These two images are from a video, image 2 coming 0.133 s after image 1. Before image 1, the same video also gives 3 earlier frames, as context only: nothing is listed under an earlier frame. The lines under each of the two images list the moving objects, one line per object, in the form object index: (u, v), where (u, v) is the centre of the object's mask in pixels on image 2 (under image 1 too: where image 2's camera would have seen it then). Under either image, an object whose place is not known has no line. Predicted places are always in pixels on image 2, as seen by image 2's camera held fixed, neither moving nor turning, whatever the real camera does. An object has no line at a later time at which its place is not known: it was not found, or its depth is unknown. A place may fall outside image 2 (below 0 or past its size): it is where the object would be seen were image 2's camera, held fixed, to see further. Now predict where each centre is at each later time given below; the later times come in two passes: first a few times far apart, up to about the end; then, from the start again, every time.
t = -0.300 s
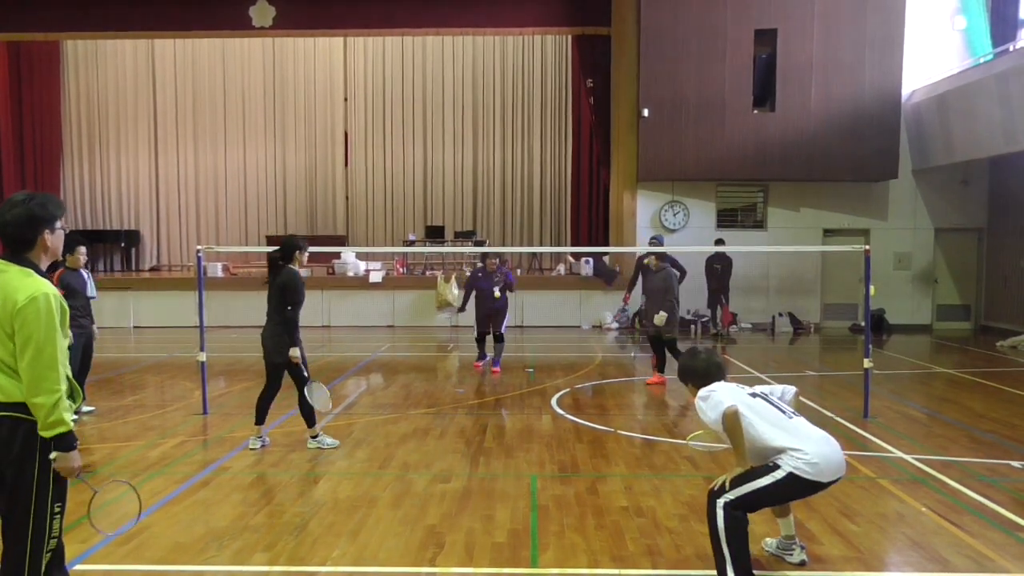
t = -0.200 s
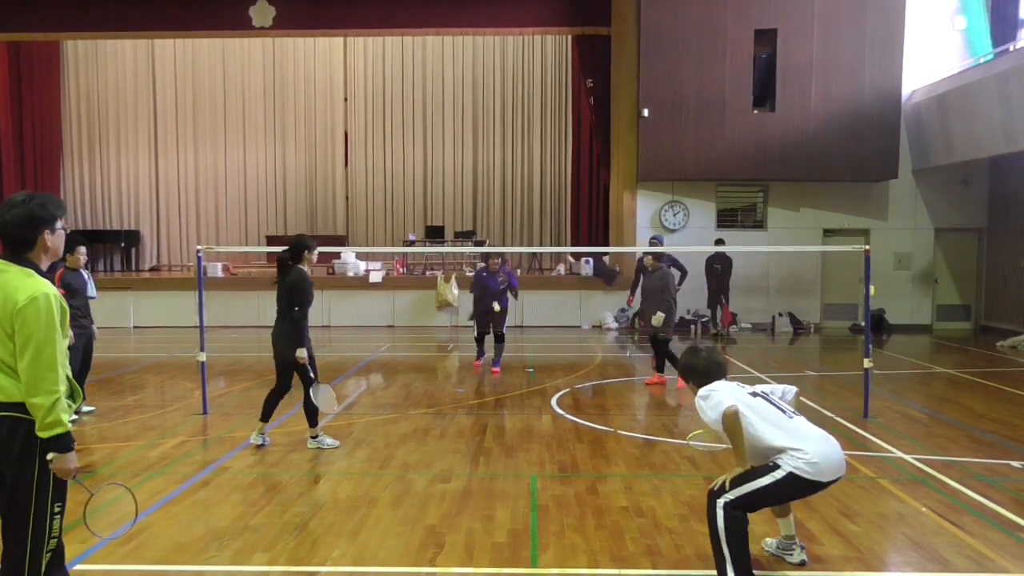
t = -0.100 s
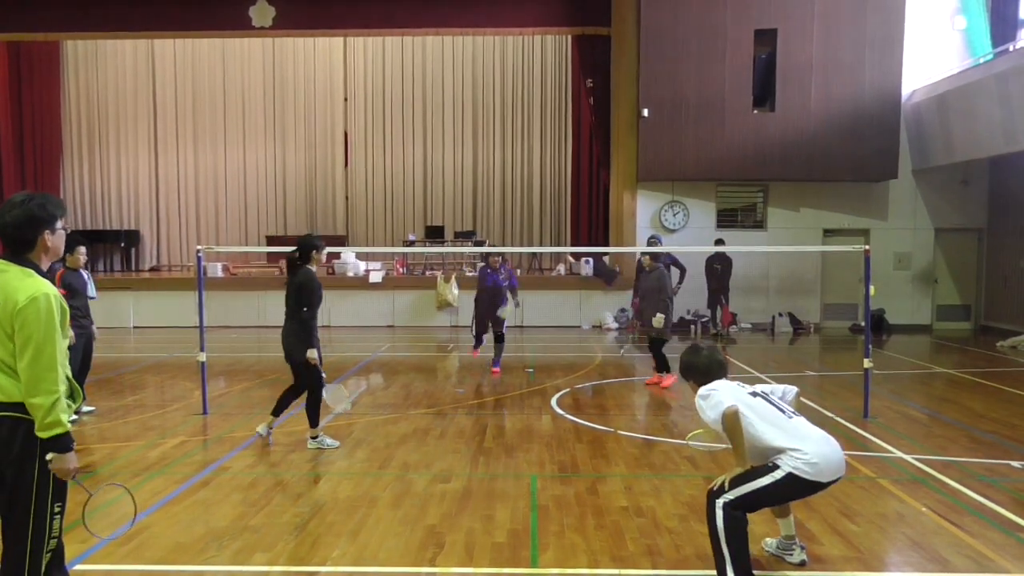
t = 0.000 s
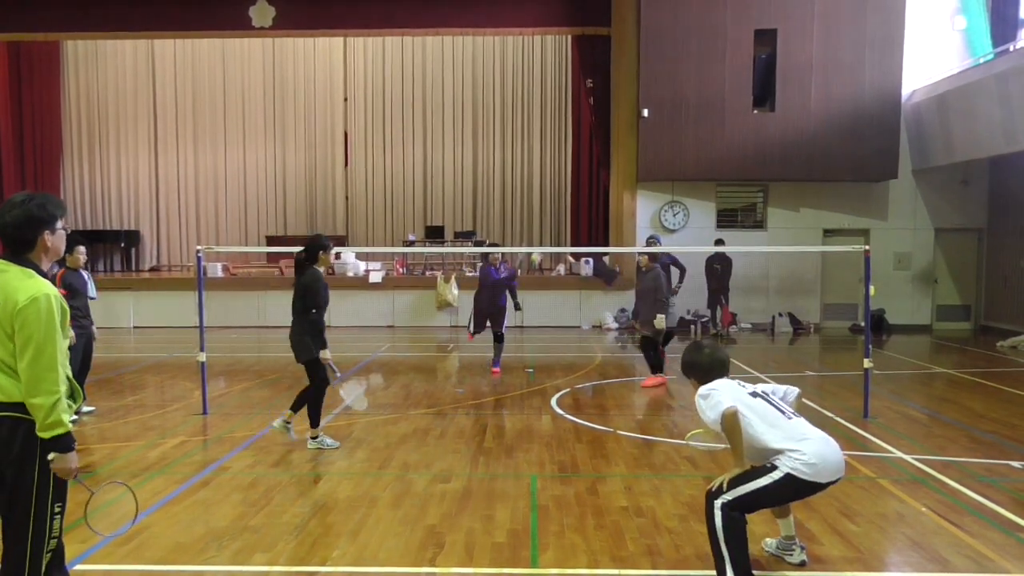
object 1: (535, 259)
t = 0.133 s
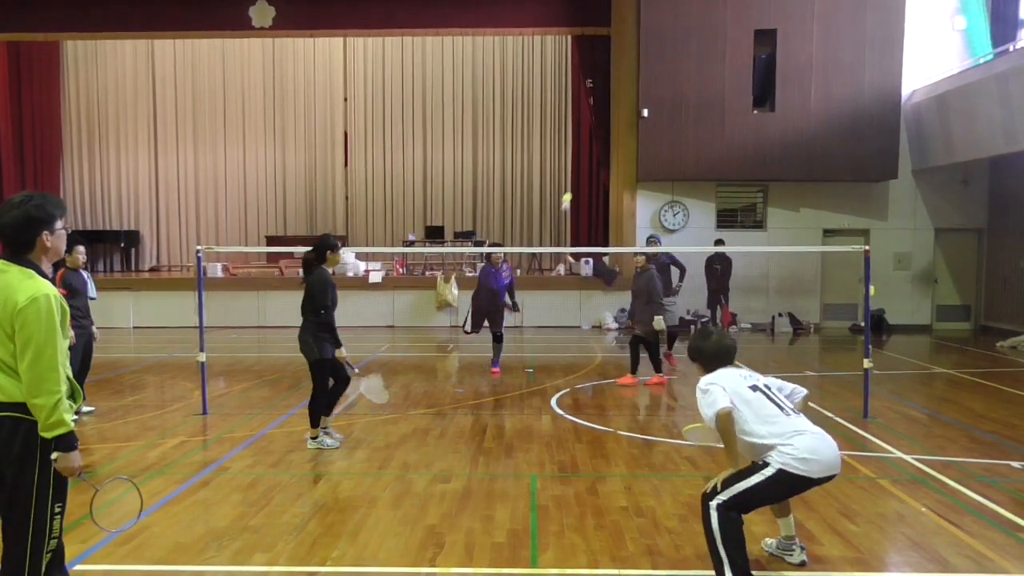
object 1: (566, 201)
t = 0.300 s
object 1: (606, 153)
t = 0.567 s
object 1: (684, 153)
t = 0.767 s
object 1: (747, 229)
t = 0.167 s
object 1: (573, 189)
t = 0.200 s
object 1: (581, 178)
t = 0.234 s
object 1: (589, 169)
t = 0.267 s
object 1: (597, 160)
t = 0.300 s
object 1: (606, 153)
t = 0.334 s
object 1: (615, 147)
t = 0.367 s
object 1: (624, 143)
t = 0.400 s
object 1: (634, 140)
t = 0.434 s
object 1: (644, 139)
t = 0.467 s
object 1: (654, 140)
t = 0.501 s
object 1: (664, 142)
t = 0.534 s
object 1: (674, 147)
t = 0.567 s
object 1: (684, 153)
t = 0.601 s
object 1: (695, 161)
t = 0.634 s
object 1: (706, 171)
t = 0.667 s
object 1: (716, 182)
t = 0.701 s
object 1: (727, 197)
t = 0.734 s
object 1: (738, 213)
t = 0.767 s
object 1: (747, 229)
